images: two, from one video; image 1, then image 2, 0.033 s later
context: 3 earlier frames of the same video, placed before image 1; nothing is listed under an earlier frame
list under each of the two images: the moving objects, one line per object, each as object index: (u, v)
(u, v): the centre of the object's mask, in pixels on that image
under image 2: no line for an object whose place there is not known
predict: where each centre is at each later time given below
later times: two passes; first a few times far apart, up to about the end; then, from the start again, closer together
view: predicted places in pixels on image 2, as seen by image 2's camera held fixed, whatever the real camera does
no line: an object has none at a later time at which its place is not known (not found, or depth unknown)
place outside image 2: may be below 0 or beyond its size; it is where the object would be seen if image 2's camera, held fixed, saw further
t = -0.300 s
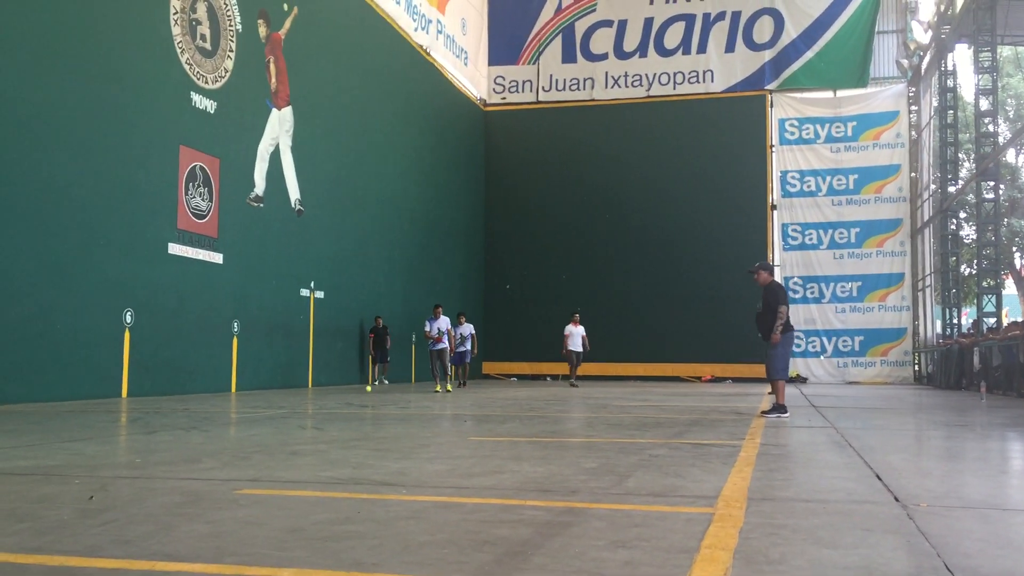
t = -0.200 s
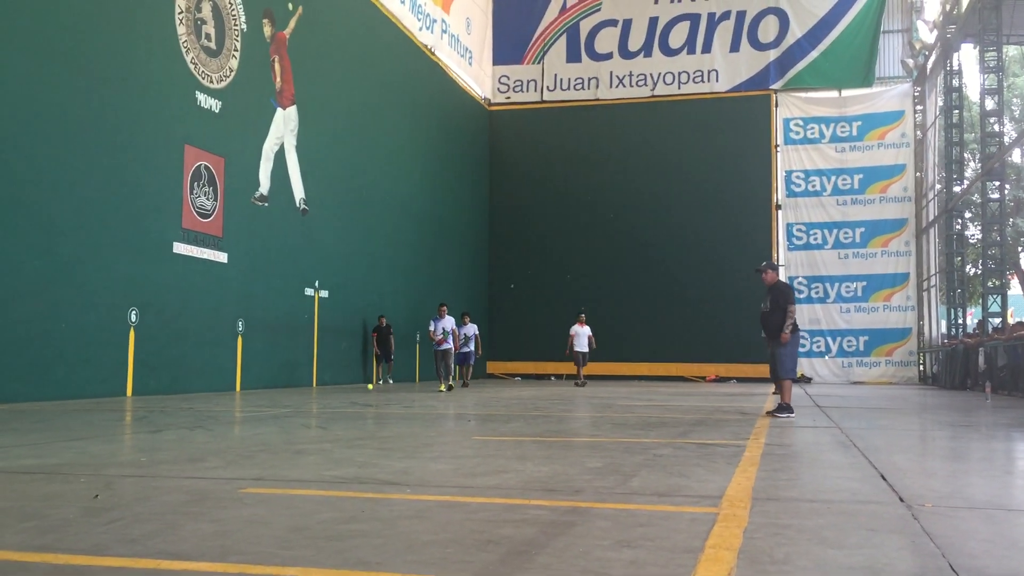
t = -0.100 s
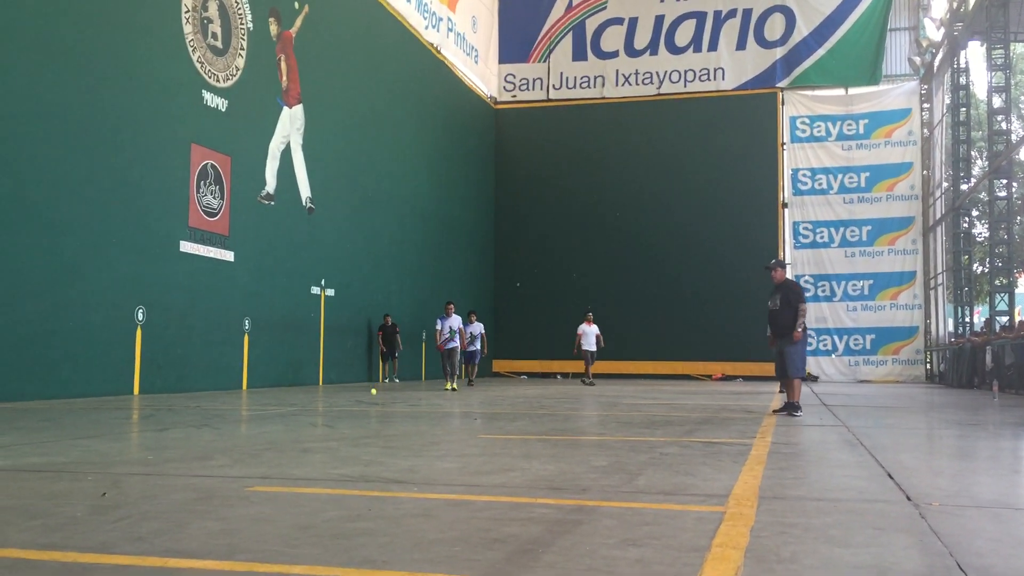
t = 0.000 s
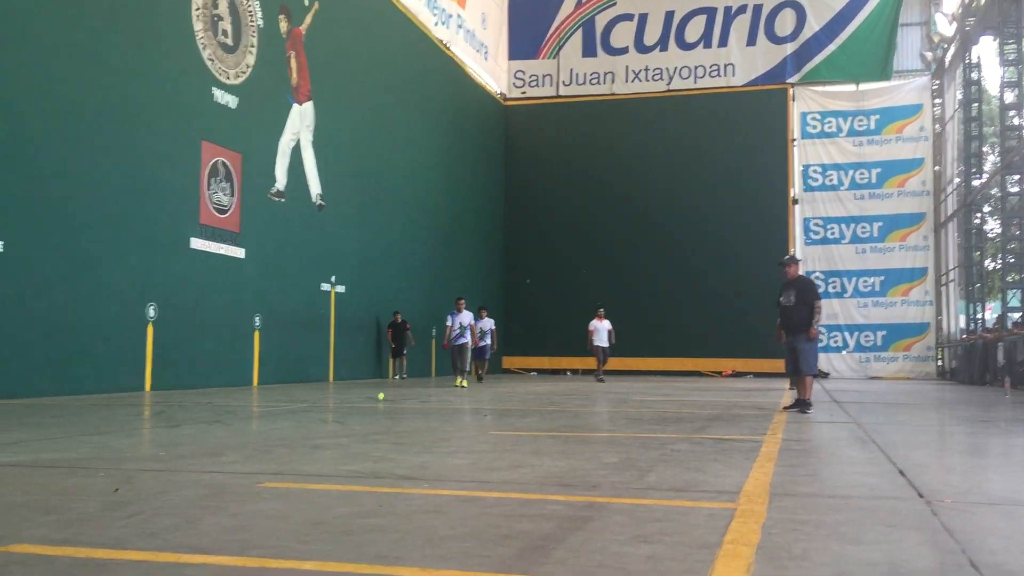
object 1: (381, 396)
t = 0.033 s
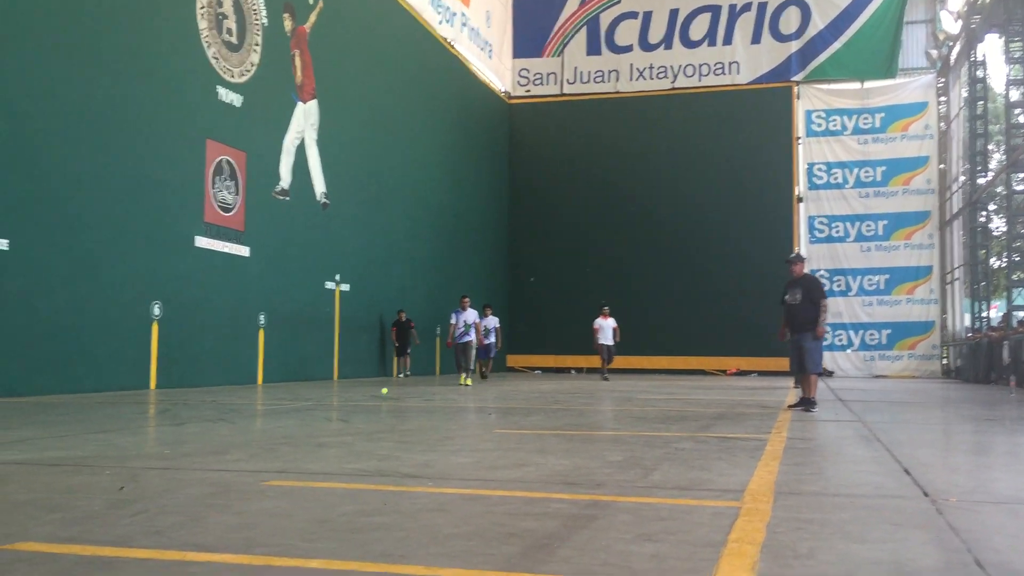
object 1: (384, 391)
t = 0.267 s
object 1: (379, 390)
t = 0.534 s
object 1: (373, 392)
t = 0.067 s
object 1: (383, 388)
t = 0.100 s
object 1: (382, 386)
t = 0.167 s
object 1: (382, 385)
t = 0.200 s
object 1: (381, 385)
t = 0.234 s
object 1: (380, 387)
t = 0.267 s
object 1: (379, 390)
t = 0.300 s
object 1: (378, 393)
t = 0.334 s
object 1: (377, 399)
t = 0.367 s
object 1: (377, 401)
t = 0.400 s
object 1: (376, 396)
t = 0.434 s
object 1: (375, 394)
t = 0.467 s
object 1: (374, 392)
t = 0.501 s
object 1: (373, 391)
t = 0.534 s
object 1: (373, 392)
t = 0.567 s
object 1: (371, 393)
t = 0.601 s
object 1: (369, 396)
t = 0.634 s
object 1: (368, 399)
